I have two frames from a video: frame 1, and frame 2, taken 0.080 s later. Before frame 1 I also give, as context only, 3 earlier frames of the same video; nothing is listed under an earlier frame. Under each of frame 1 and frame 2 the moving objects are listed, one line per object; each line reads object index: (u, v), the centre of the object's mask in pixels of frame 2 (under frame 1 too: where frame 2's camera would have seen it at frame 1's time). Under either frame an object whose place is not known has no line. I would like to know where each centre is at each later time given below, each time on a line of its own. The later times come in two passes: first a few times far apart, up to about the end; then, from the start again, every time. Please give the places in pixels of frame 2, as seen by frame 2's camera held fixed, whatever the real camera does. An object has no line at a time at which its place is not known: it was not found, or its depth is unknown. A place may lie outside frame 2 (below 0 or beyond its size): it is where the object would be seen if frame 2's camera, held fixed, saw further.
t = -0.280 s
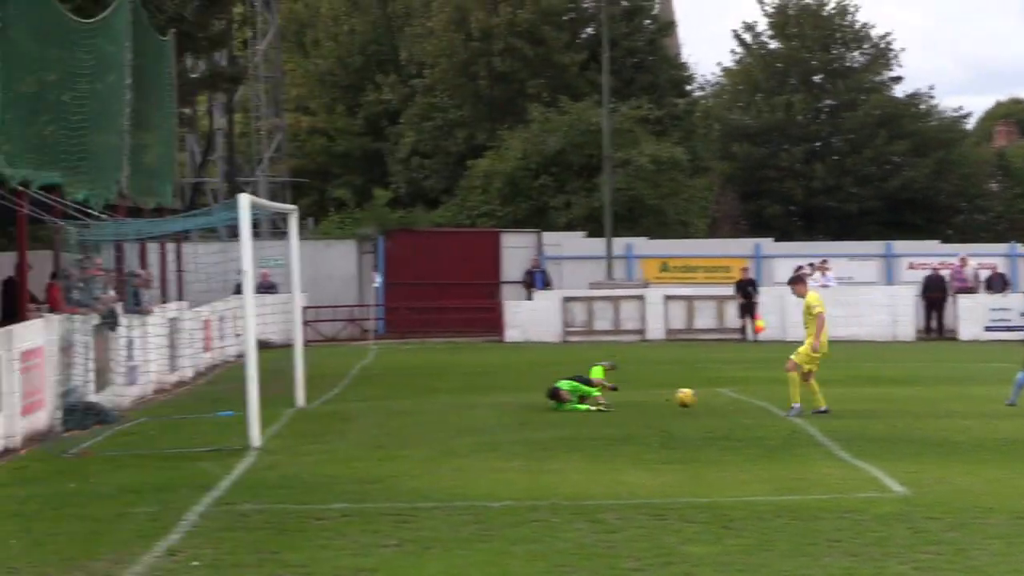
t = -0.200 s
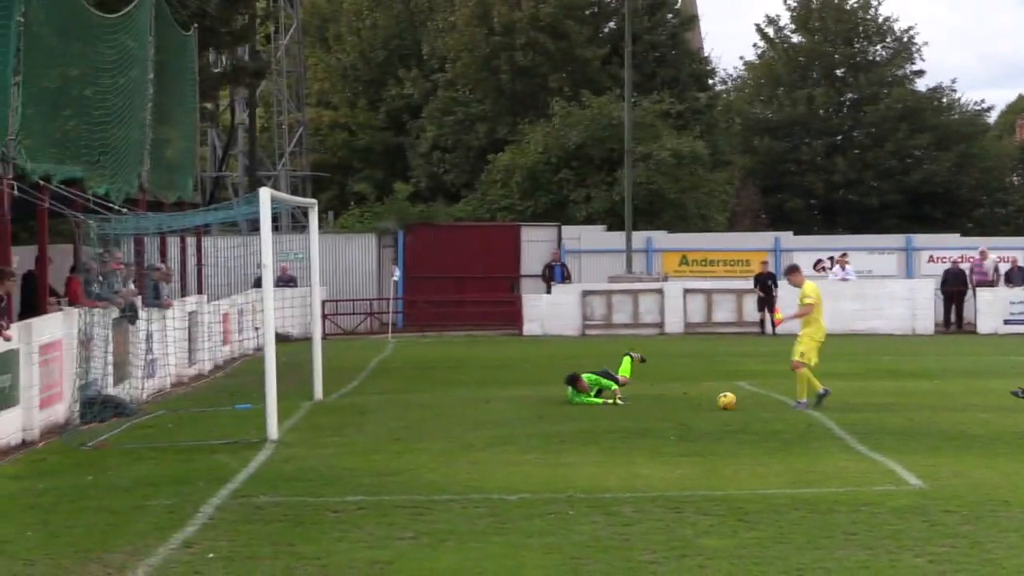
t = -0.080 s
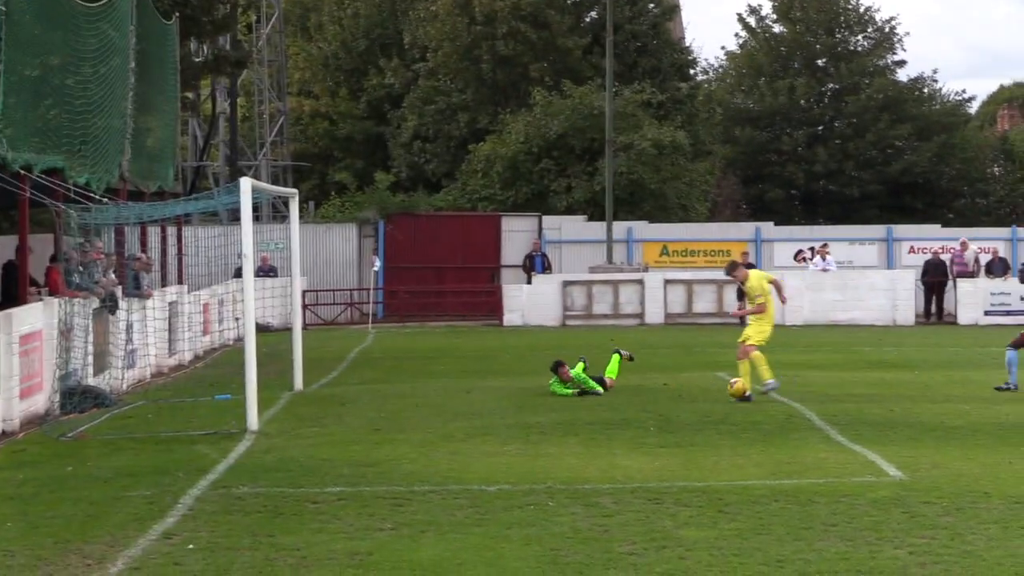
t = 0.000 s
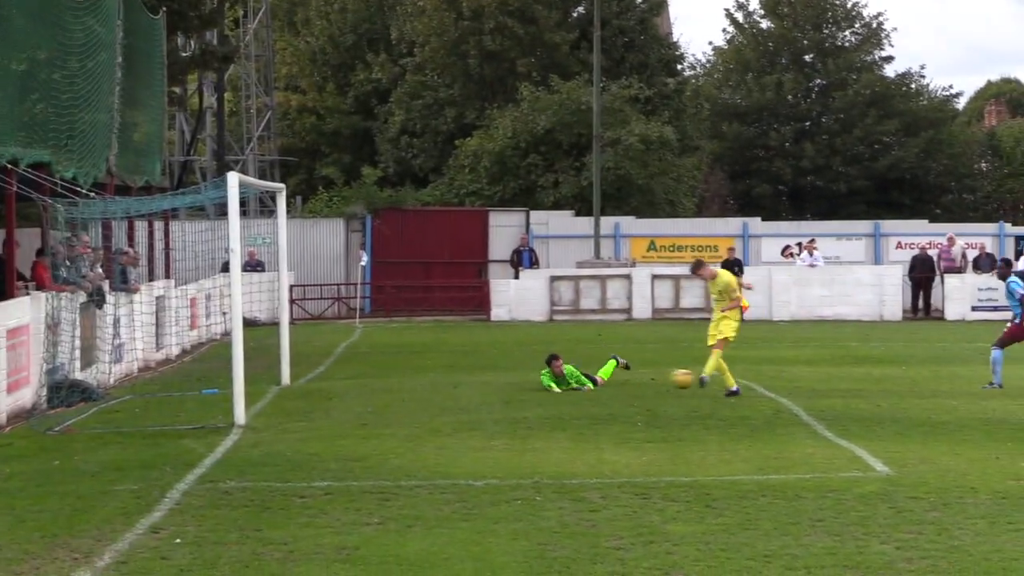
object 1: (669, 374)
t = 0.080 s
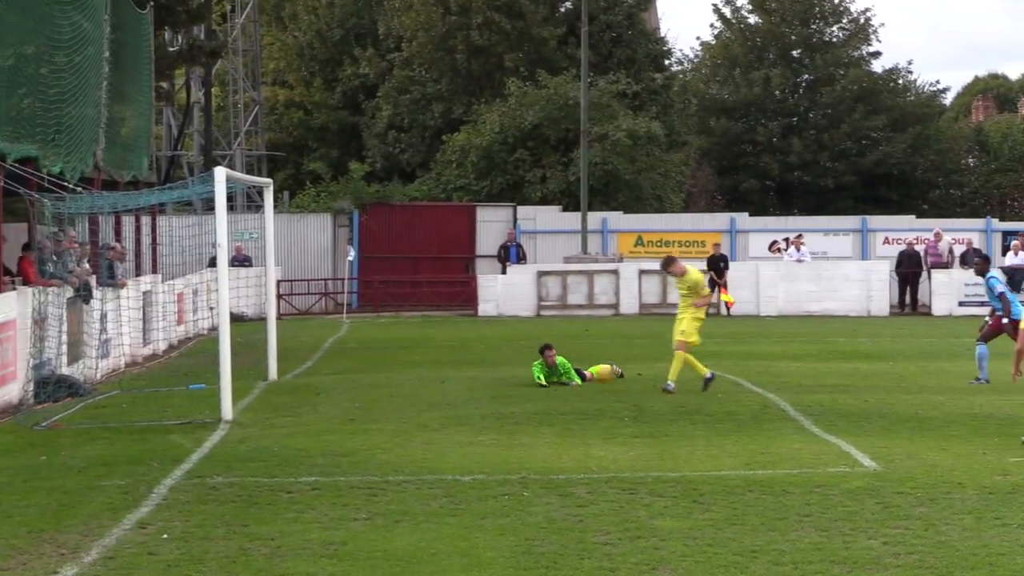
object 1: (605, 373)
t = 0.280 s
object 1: (460, 372)
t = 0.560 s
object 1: (312, 371)
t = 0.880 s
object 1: (179, 380)
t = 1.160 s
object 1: (105, 355)
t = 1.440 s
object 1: (103, 319)
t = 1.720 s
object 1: (117, 349)
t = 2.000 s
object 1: (115, 362)
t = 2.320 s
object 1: (107, 367)
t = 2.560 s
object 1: (113, 378)
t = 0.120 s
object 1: (570, 374)
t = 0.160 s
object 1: (539, 378)
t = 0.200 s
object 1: (510, 379)
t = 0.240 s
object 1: (484, 375)
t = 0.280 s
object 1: (460, 372)
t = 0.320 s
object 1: (437, 371)
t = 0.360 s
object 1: (414, 370)
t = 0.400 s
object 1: (390, 371)
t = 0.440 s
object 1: (369, 373)
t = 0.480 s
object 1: (348, 371)
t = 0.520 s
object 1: (330, 371)
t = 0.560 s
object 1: (312, 371)
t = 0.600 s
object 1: (294, 372)
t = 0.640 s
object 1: (276, 373)
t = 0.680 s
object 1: (259, 372)
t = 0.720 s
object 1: (243, 374)
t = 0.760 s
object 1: (231, 374)
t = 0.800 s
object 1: (208, 378)
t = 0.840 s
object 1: (195, 380)
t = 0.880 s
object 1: (179, 380)
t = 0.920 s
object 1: (165, 382)
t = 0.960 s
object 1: (149, 383)
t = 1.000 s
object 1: (136, 383)
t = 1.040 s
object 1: (123, 383)
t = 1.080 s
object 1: (112, 379)
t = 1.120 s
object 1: (109, 367)
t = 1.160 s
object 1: (105, 355)
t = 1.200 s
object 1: (102, 346)
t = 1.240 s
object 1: (101, 339)
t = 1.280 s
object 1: (101, 332)
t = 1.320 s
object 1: (99, 328)
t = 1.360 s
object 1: (100, 324)
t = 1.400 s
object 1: (102, 322)
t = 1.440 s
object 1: (103, 319)
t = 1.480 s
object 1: (105, 320)
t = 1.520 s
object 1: (107, 321)
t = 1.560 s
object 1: (109, 324)
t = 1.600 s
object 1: (110, 328)
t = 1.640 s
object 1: (112, 334)
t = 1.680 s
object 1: (114, 341)
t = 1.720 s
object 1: (117, 349)
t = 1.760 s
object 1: (119, 357)
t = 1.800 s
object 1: (122, 367)
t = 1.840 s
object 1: (123, 378)
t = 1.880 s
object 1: (123, 381)
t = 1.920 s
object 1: (120, 373)
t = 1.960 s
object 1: (116, 367)
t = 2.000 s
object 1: (115, 362)
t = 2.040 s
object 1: (112, 359)
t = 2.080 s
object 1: (108, 357)
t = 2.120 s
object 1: (107, 356)
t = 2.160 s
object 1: (105, 357)
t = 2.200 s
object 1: (105, 357)
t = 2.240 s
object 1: (106, 359)
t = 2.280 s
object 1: (107, 363)
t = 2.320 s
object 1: (107, 367)
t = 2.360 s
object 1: (108, 372)
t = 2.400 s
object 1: (109, 378)
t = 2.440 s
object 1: (109, 379)
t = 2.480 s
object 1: (111, 378)
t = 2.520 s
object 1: (113, 377)
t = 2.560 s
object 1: (113, 378)
